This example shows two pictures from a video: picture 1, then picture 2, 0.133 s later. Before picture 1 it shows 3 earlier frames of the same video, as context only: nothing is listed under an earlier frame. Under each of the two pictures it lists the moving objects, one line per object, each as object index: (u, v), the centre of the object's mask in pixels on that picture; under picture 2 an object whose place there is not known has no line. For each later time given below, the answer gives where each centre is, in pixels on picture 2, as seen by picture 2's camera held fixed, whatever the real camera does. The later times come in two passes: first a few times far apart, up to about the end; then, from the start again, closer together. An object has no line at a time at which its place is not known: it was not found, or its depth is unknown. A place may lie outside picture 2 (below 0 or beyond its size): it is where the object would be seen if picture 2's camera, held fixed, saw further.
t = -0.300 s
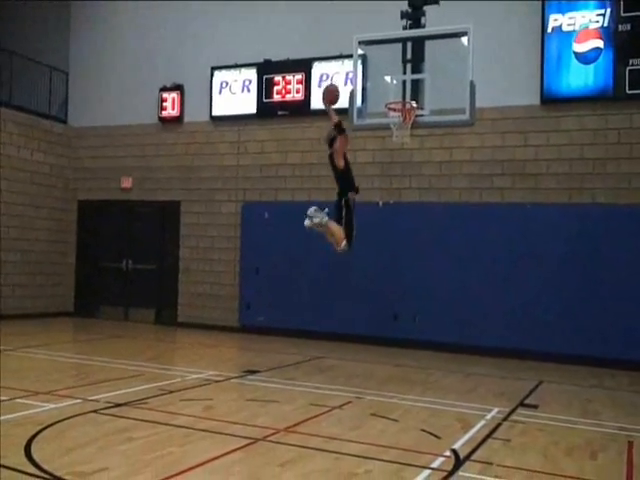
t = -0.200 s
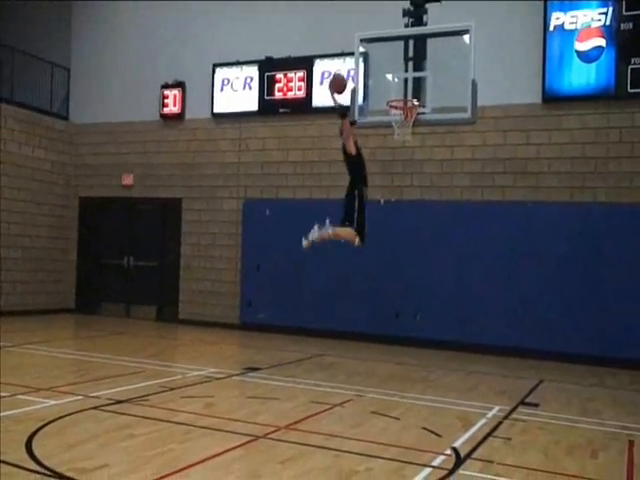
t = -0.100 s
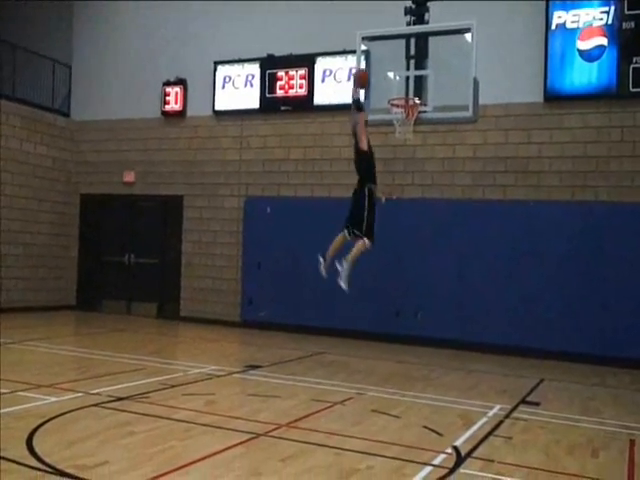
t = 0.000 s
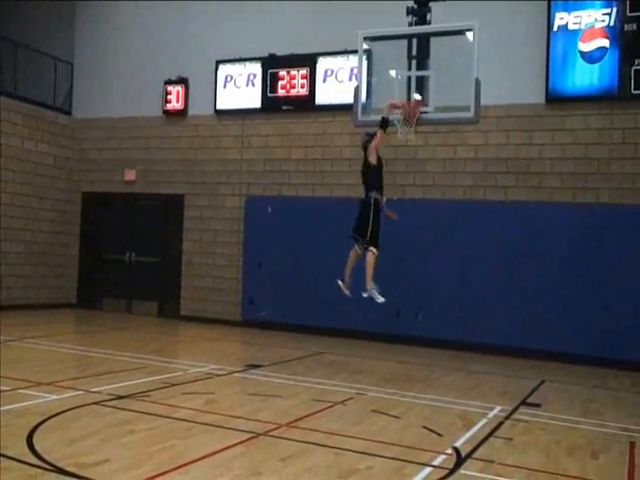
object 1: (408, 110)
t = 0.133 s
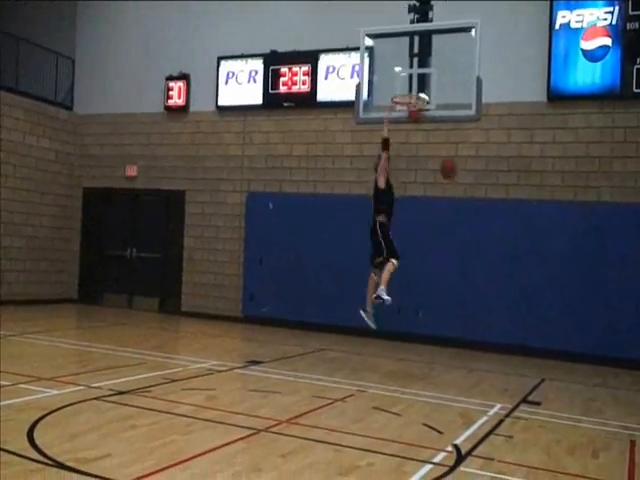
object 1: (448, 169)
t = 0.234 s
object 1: (473, 216)
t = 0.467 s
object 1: (528, 357)
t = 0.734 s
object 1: (542, 274)
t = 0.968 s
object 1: (549, 223)
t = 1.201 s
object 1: (554, 220)
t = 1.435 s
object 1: (555, 274)
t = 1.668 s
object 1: (555, 385)
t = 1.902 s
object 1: (568, 310)
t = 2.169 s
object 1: (582, 287)
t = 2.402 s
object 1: (591, 325)
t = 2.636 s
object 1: (599, 386)
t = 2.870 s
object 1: (613, 339)
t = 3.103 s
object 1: (624, 348)
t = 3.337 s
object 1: (628, 407)
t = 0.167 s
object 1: (455, 184)
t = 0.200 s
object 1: (463, 201)
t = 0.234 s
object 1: (473, 216)
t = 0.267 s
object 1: (479, 233)
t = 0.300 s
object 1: (489, 253)
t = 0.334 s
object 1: (496, 271)
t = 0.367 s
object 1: (505, 291)
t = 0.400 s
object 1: (513, 312)
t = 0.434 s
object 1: (520, 334)
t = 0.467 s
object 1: (528, 357)
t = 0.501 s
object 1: (534, 370)
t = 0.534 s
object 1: (535, 352)
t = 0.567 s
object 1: (536, 337)
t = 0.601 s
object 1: (538, 322)
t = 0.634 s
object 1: (540, 308)
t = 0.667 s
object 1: (541, 296)
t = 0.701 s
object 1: (541, 284)
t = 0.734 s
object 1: (542, 274)
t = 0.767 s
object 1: (544, 263)
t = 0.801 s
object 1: (545, 255)
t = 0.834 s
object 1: (545, 247)
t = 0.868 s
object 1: (545, 239)
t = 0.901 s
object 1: (547, 233)
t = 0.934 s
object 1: (548, 227)
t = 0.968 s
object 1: (549, 223)
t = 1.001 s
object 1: (550, 220)
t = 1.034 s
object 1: (551, 219)
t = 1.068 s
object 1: (551, 218)
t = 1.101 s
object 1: (552, 217)
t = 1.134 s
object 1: (552, 217)
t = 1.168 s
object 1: (553, 219)
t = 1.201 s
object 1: (554, 220)
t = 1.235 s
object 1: (554, 225)
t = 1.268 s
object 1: (554, 230)
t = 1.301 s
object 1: (554, 236)
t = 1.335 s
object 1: (554, 243)
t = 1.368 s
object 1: (554, 252)
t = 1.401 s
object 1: (555, 262)
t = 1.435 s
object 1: (555, 274)
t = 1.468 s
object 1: (555, 284)
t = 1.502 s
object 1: (554, 299)
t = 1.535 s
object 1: (556, 314)
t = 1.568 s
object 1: (556, 329)
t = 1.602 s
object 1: (555, 345)
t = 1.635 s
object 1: (555, 363)
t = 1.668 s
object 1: (555, 385)
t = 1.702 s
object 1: (556, 375)
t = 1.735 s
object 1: (558, 360)
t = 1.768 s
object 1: (558, 348)
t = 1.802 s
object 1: (560, 337)
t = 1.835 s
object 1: (563, 326)
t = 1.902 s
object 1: (568, 310)
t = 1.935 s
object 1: (568, 305)
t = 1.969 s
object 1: (570, 297)
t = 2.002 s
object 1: (573, 293)
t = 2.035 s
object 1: (574, 288)
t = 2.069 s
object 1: (576, 286)
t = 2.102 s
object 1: (577, 285)
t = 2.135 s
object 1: (580, 286)
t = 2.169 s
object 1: (582, 287)
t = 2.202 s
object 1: (584, 288)
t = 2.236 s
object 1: (585, 291)
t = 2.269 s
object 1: (587, 296)
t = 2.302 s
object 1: (588, 301)
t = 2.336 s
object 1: (589, 307)
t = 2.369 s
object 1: (590, 315)
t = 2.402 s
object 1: (591, 325)
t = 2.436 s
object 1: (591, 336)
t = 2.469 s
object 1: (593, 349)
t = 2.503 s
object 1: (594, 361)
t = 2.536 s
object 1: (596, 375)
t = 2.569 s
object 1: (597, 390)
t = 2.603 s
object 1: (598, 396)
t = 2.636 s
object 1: (599, 386)
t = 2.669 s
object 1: (601, 375)
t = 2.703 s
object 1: (602, 366)
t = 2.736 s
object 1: (604, 359)
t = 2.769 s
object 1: (606, 351)
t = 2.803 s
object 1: (609, 347)
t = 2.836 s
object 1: (611, 342)
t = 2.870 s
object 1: (613, 339)
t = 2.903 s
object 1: (615, 337)
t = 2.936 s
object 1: (616, 336)
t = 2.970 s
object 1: (618, 336)
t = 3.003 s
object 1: (619, 337)
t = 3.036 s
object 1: (620, 339)
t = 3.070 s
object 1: (622, 343)
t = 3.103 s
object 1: (624, 348)
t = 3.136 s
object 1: (624, 354)
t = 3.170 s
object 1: (625, 363)
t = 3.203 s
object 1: (626, 373)
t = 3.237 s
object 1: (626, 385)
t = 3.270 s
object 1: (627, 397)
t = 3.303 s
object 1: (628, 413)
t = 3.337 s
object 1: (628, 407)
